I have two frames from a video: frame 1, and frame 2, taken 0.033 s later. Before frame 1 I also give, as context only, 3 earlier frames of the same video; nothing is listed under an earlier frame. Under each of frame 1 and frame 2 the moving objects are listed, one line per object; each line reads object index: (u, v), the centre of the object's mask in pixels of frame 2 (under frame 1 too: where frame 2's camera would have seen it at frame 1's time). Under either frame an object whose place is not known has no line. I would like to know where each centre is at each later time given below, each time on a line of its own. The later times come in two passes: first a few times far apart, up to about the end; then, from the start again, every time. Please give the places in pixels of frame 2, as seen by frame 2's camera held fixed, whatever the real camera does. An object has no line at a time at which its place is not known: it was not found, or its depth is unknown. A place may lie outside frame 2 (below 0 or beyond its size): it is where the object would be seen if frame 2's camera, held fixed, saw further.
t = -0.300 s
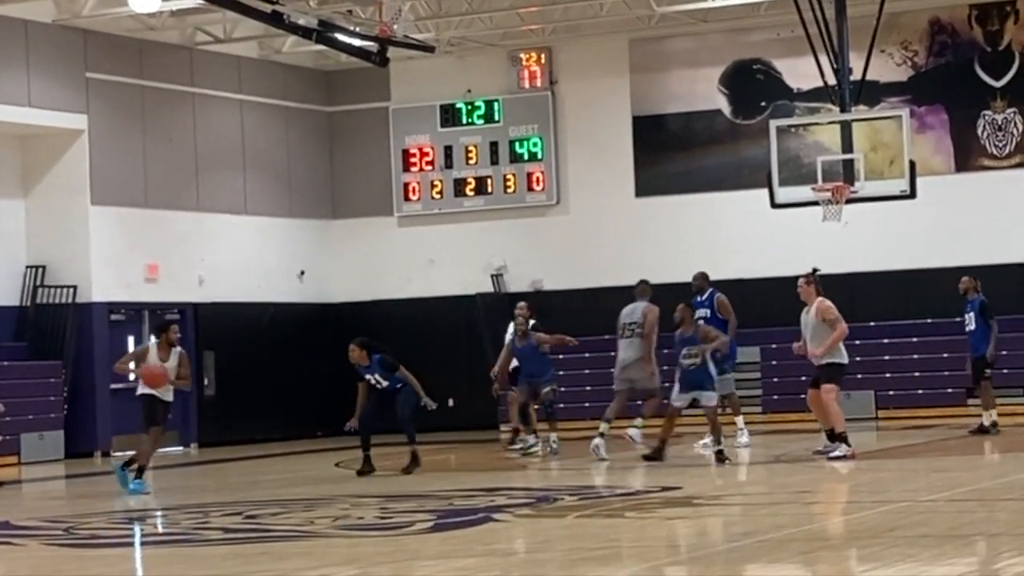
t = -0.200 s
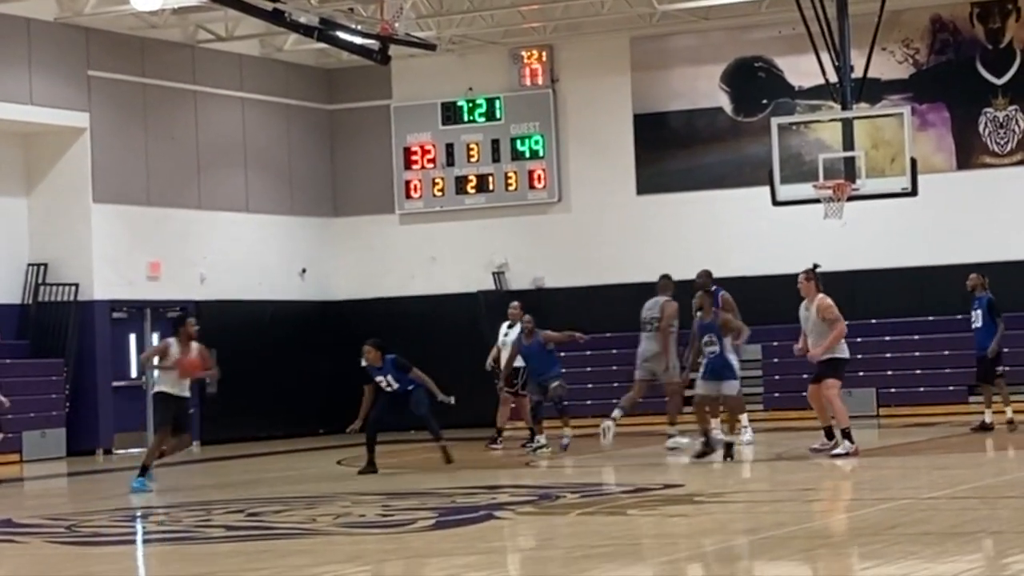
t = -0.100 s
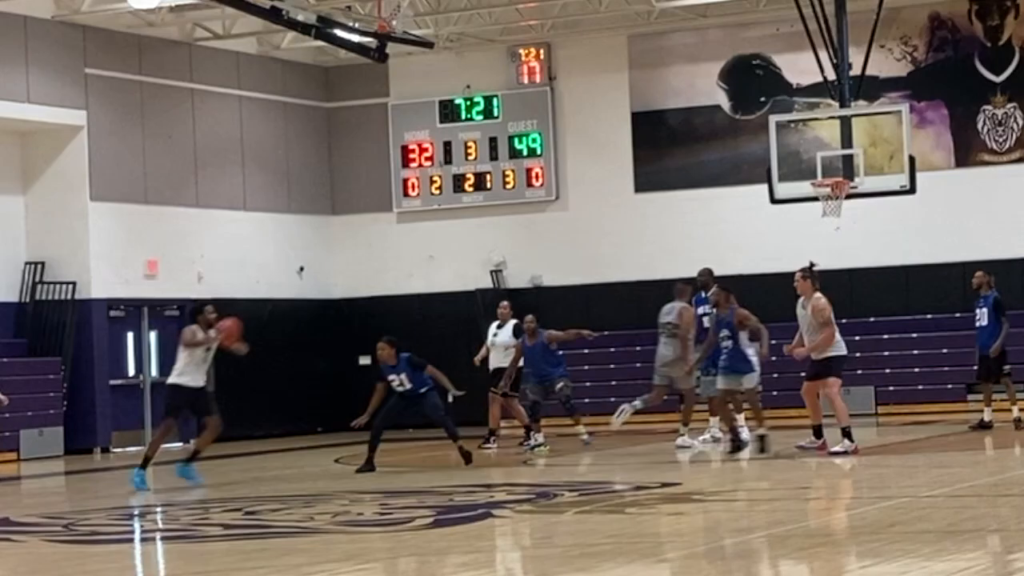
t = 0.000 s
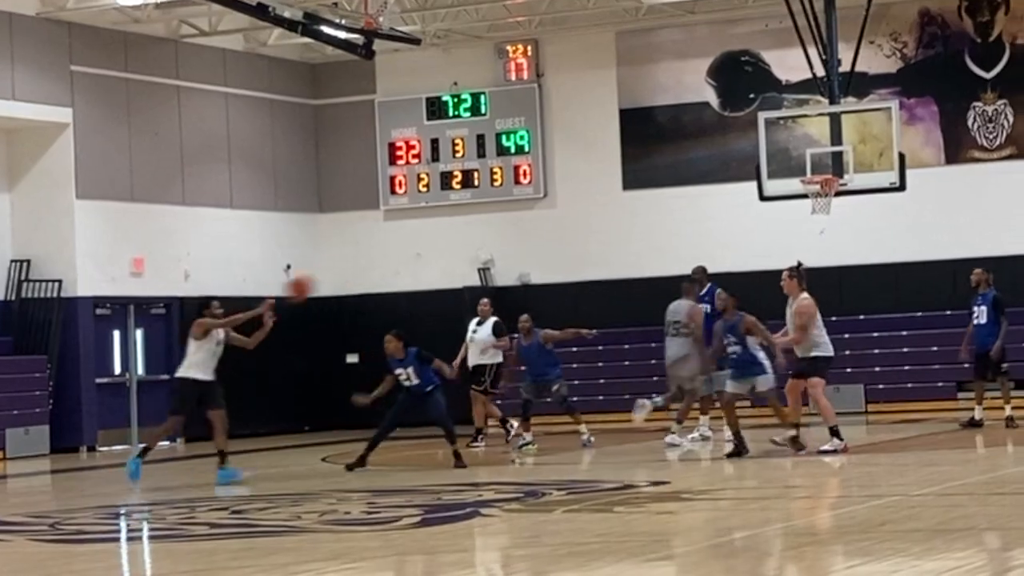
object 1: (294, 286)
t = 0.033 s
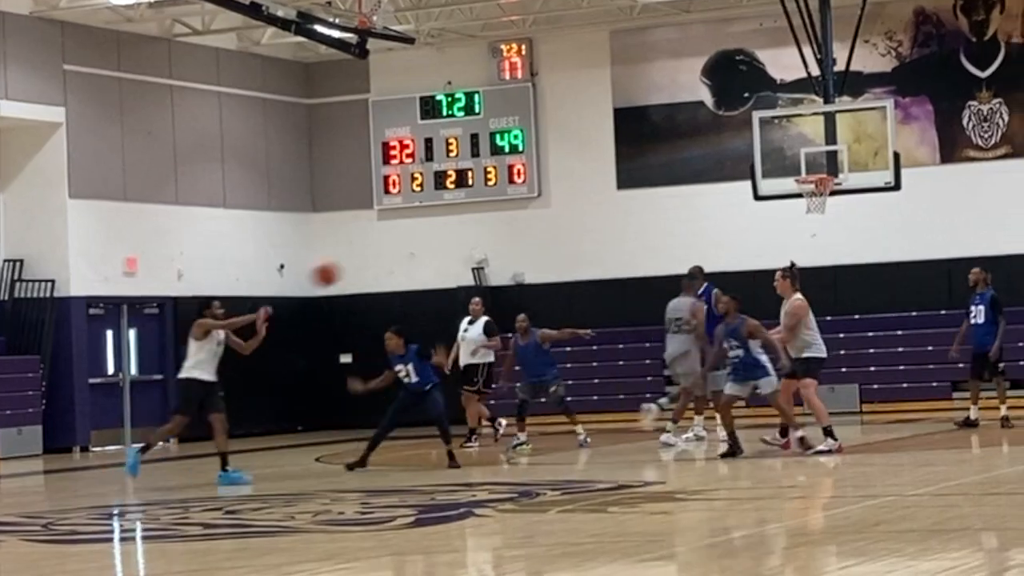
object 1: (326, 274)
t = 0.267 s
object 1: (553, 216)
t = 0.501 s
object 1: (781, 213)
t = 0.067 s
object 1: (359, 262)
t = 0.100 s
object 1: (391, 252)
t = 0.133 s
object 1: (423, 243)
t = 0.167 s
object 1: (458, 233)
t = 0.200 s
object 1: (488, 228)
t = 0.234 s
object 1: (520, 222)
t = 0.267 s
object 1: (553, 216)
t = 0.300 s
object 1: (585, 213)
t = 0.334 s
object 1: (617, 210)
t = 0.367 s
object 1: (650, 208)
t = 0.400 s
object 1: (682, 208)
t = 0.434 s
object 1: (715, 208)
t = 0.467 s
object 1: (748, 210)
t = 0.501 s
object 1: (781, 213)
